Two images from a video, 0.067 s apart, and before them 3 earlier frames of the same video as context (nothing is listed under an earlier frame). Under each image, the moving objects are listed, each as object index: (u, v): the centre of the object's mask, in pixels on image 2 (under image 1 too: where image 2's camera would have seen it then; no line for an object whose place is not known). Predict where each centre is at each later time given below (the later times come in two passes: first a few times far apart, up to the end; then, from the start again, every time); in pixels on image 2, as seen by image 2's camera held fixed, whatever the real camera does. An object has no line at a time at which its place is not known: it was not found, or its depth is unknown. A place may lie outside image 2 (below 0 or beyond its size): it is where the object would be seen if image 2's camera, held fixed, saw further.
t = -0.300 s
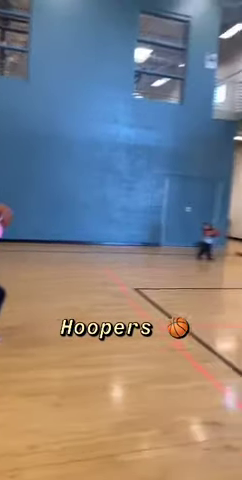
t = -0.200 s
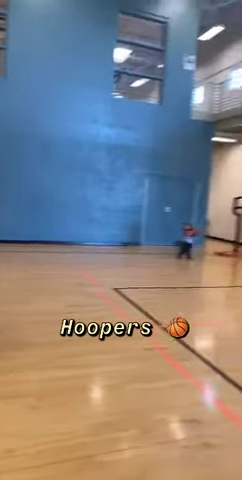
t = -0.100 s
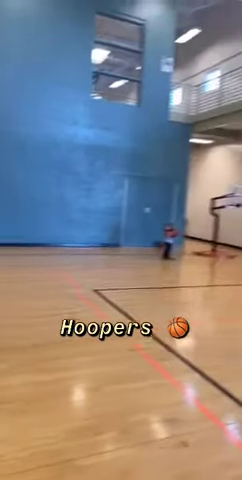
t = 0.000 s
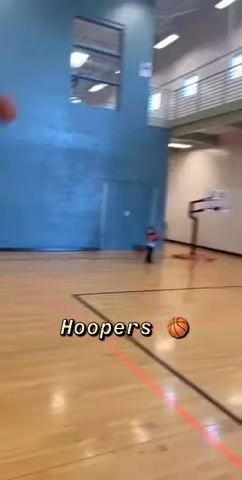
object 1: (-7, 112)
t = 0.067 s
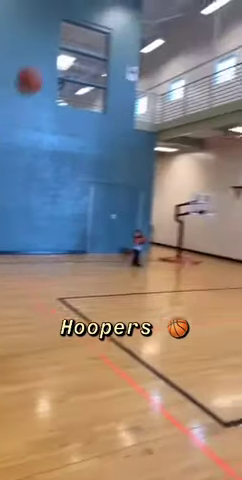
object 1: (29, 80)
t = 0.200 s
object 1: (97, 37)
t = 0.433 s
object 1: (188, 12)
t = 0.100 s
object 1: (46, 67)
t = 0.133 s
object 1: (63, 54)
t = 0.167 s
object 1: (80, 45)
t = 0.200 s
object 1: (97, 37)
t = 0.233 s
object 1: (112, 28)
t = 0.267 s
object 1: (127, 24)
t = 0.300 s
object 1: (139, 20)
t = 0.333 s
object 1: (152, 17)
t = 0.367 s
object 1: (164, 15)
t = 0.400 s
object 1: (177, 13)
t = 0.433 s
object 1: (188, 12)
